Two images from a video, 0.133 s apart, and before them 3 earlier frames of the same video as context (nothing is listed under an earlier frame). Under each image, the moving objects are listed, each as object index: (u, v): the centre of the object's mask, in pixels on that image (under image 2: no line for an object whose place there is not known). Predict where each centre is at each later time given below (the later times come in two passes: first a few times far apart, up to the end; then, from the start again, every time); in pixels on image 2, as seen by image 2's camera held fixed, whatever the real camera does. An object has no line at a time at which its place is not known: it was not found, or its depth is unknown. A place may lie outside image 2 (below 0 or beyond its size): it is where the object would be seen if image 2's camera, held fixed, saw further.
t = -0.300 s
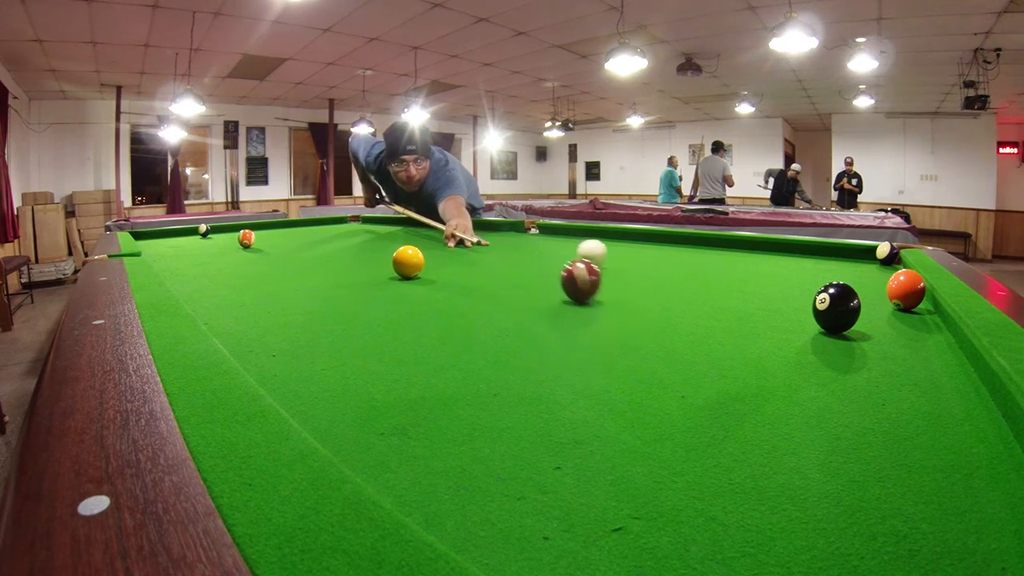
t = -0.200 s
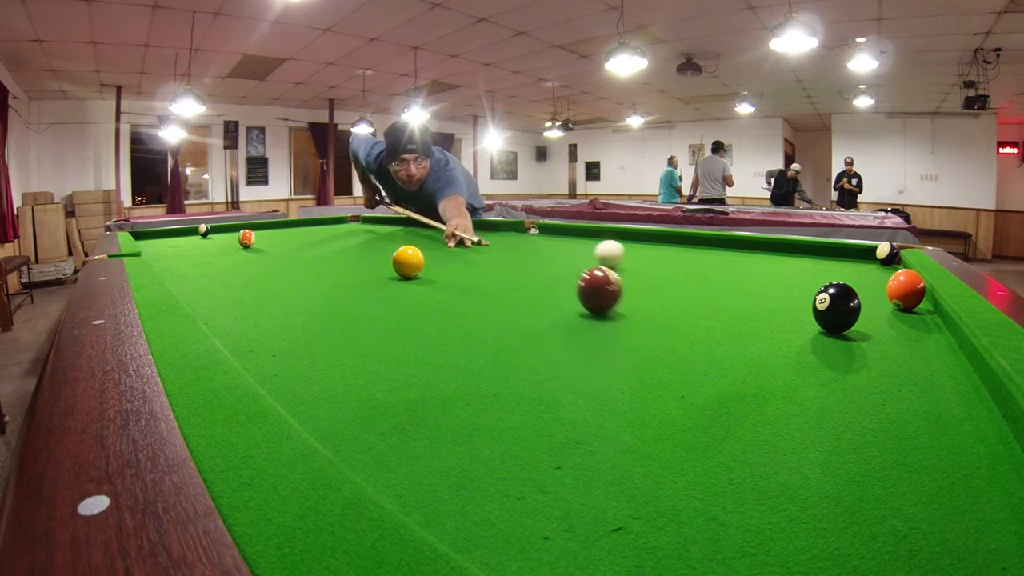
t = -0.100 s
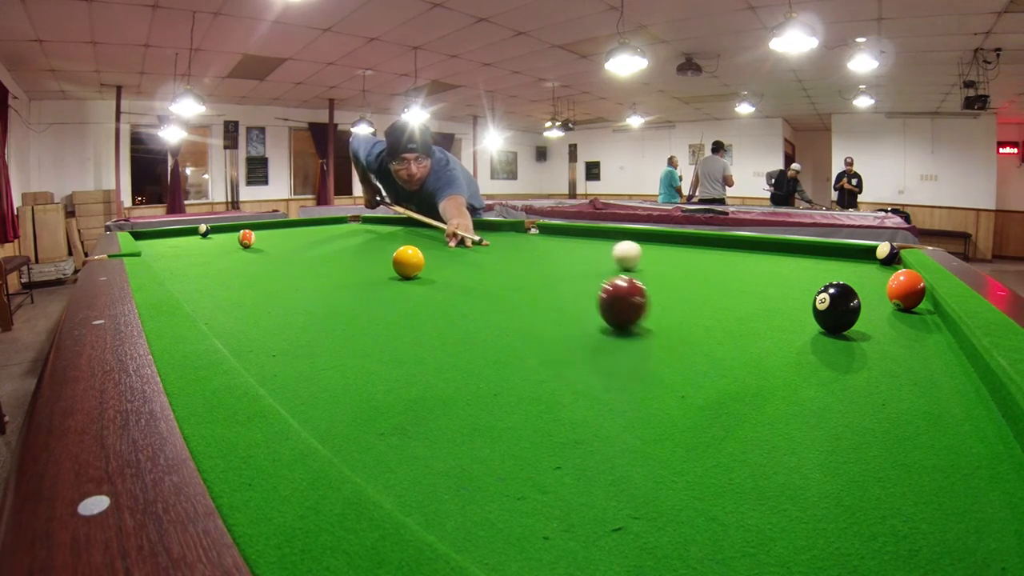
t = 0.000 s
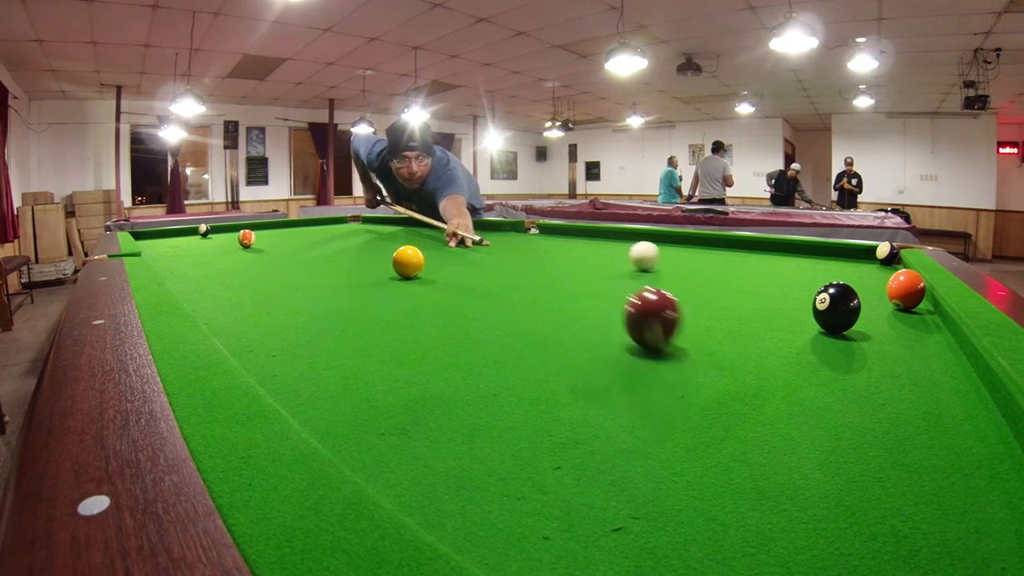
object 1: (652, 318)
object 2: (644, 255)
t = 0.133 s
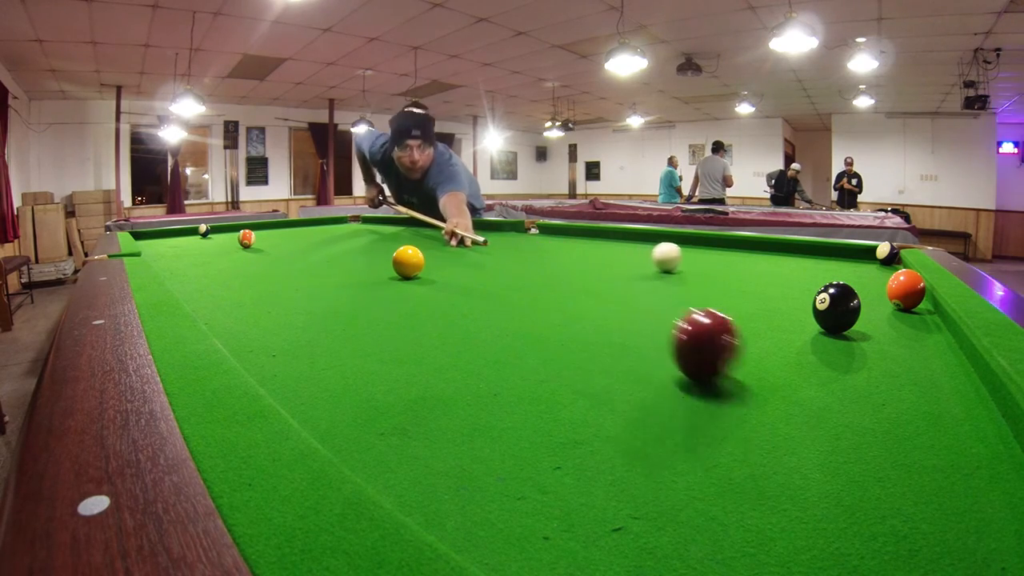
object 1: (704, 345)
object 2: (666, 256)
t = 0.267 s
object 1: (780, 384)
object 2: (688, 257)
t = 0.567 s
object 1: (978, 515)
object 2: (735, 259)
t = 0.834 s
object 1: (751, 532)
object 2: (773, 261)
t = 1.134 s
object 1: (519, 504)
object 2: (811, 262)
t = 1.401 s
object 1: (475, 426)
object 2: (842, 263)
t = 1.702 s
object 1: (452, 377)
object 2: (871, 265)
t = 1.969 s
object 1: (441, 353)
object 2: (894, 263)
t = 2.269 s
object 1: (435, 335)
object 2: (881, 264)
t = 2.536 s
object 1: (432, 324)
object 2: (872, 262)
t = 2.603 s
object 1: (432, 322)
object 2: (870, 262)
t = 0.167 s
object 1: (721, 353)
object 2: (672, 257)
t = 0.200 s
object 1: (738, 361)
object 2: (677, 257)
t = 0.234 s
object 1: (759, 373)
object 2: (683, 257)
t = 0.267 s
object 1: (780, 384)
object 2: (688, 257)
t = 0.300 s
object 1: (805, 395)
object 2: (694, 258)
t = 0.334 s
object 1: (833, 408)
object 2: (699, 258)
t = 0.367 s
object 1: (862, 424)
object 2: (704, 258)
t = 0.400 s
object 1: (894, 440)
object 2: (709, 258)
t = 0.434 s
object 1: (928, 458)
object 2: (715, 258)
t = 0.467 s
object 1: (965, 479)
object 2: (720, 259)
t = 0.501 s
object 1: (987, 498)
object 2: (725, 259)
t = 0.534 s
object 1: (991, 513)
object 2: (730, 259)
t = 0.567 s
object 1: (978, 515)
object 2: (735, 259)
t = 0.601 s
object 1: (964, 518)
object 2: (740, 259)
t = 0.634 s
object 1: (945, 520)
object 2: (745, 259)
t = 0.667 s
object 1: (917, 522)
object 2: (750, 260)
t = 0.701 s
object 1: (887, 524)
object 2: (754, 260)
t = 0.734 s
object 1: (855, 527)
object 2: (759, 260)
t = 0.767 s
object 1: (822, 529)
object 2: (763, 260)
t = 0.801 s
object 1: (787, 531)
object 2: (768, 260)
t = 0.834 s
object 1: (751, 532)
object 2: (773, 261)
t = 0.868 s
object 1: (712, 533)
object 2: (777, 261)
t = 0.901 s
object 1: (675, 533)
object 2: (782, 261)
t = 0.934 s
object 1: (637, 534)
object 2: (786, 261)
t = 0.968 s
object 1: (598, 534)
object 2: (790, 262)
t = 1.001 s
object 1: (561, 532)
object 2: (794, 262)
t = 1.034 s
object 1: (548, 526)
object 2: (799, 262)
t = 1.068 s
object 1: (538, 518)
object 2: (803, 262)
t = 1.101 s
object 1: (528, 511)
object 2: (807, 262)
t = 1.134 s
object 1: (519, 504)
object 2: (811, 262)
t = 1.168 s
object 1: (511, 490)
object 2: (815, 262)
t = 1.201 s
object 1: (505, 480)
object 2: (819, 263)
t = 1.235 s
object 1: (499, 468)
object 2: (823, 263)
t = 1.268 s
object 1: (493, 458)
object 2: (827, 263)
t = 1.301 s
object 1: (488, 449)
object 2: (831, 263)
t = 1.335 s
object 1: (484, 441)
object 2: (834, 263)
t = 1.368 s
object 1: (479, 433)
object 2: (838, 263)
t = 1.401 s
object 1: (475, 426)
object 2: (842, 263)
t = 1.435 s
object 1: (471, 419)
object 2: (845, 264)
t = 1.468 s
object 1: (468, 412)
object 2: (849, 264)
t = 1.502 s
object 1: (465, 406)
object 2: (852, 264)
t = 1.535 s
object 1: (462, 401)
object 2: (855, 264)
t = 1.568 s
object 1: (460, 396)
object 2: (859, 264)
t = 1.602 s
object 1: (458, 391)
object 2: (862, 264)
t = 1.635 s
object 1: (456, 387)
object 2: (865, 265)
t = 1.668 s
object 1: (454, 382)
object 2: (868, 265)
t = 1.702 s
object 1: (452, 377)
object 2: (871, 265)
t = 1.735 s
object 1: (450, 375)
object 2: (874, 265)
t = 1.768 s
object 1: (449, 371)
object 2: (877, 265)
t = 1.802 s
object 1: (447, 367)
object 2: (880, 265)
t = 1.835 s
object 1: (446, 364)
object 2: (883, 265)
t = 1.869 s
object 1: (444, 361)
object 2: (886, 265)
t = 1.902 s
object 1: (443, 359)
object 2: (888, 264)
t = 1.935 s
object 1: (442, 355)
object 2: (891, 263)
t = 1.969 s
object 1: (441, 353)
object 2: (894, 263)
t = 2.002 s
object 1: (440, 351)
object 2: (894, 263)
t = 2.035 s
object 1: (439, 348)
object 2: (892, 263)
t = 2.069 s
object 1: (439, 346)
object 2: (890, 263)
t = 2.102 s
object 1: (438, 344)
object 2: (889, 264)
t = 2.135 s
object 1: (437, 342)
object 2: (887, 264)
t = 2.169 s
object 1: (436, 340)
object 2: (886, 264)
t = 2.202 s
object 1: (436, 338)
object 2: (885, 264)
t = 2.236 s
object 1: (435, 337)
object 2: (883, 264)
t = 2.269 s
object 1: (435, 335)
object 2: (881, 264)
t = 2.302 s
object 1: (434, 333)
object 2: (880, 264)
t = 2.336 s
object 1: (434, 332)
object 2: (879, 263)
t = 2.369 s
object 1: (434, 330)
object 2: (878, 263)
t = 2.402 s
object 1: (433, 329)
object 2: (876, 263)
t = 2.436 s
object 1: (433, 327)
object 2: (875, 263)
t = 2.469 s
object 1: (433, 326)
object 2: (874, 263)
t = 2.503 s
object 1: (432, 325)
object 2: (873, 263)
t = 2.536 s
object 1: (432, 324)
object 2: (872, 262)
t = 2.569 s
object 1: (432, 323)
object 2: (871, 262)
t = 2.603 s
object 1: (432, 322)
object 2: (870, 262)
